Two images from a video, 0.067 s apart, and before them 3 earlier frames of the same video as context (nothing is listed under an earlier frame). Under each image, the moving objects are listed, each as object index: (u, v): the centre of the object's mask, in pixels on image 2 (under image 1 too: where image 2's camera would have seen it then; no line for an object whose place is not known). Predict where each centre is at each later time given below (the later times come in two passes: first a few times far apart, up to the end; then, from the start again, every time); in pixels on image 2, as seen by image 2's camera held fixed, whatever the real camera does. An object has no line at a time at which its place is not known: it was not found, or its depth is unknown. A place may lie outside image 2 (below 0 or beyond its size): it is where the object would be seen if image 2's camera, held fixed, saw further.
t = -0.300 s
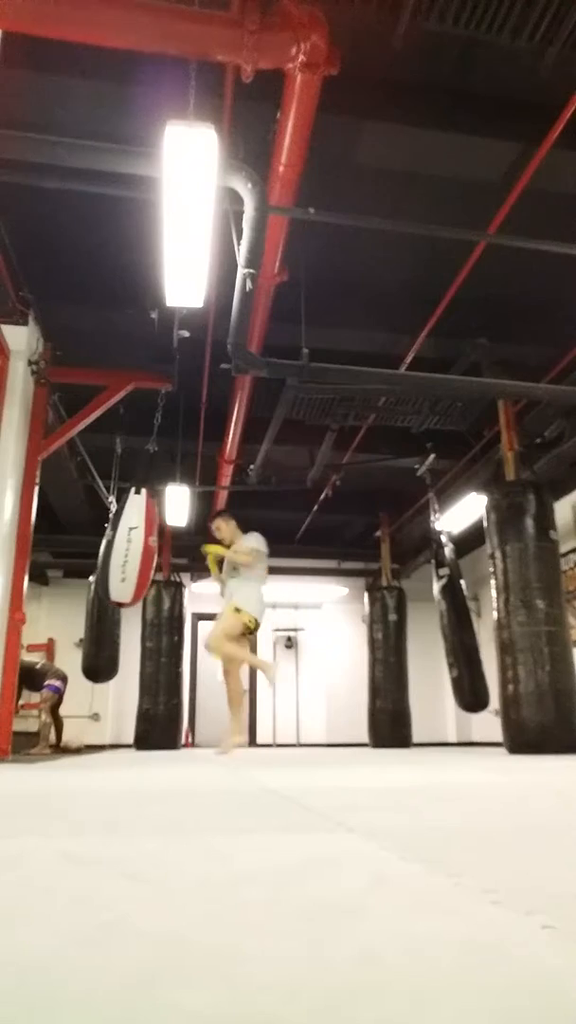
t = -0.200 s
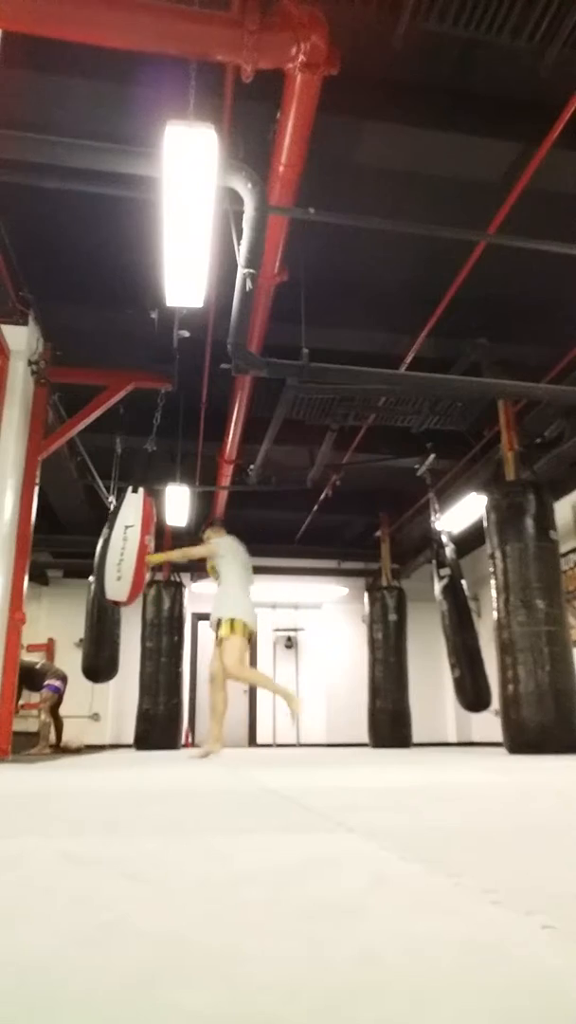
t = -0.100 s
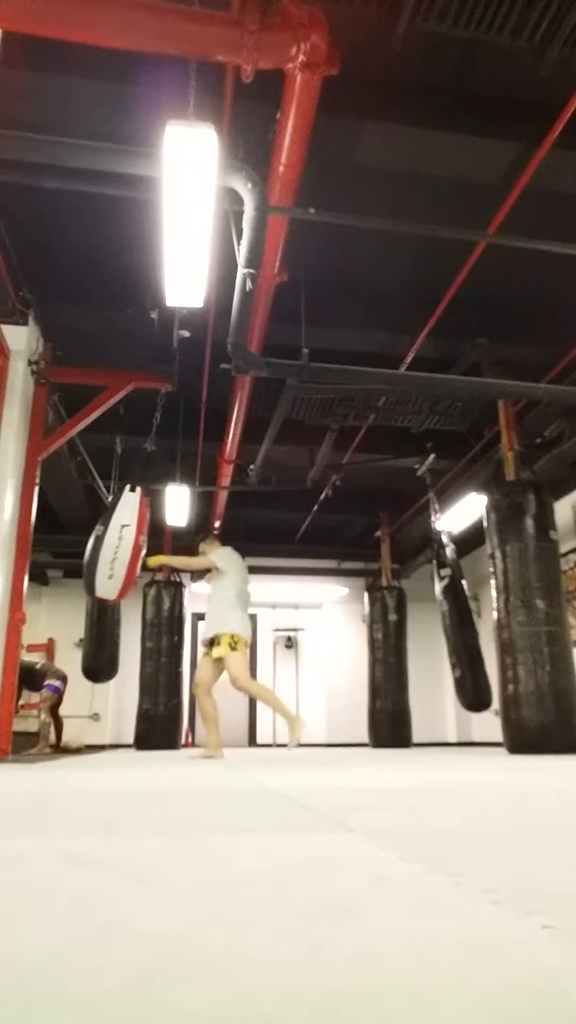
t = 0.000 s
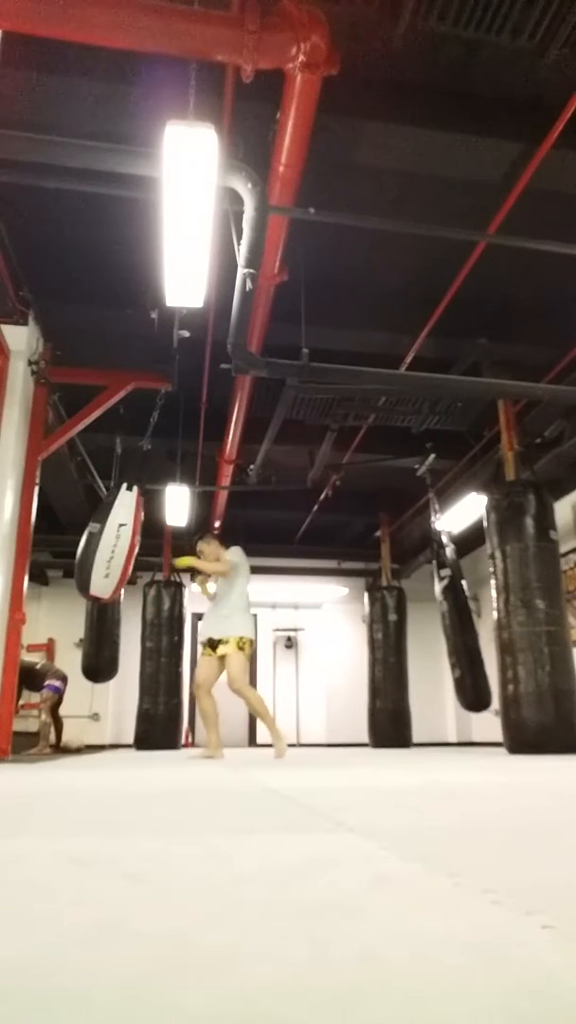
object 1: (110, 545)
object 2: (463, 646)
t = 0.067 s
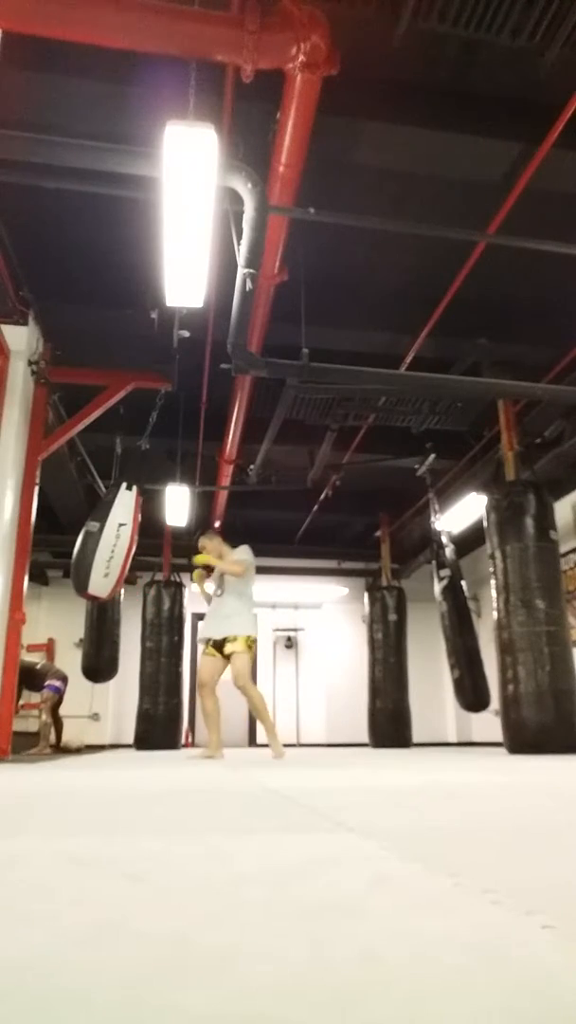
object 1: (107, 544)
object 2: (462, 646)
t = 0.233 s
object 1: (106, 543)
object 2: (458, 646)
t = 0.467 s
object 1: (120, 544)
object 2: (448, 647)
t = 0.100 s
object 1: (106, 544)
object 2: (461, 646)
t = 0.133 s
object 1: (106, 543)
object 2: (461, 646)
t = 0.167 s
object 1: (105, 543)
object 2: (460, 646)
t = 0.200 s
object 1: (105, 543)
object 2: (459, 646)
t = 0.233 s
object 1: (106, 543)
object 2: (458, 646)
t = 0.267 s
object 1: (107, 543)
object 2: (457, 646)
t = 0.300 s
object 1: (108, 543)
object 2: (455, 646)
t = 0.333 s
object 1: (110, 543)
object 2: (454, 646)
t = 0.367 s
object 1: (112, 543)
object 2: (452, 646)
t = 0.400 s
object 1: (114, 543)
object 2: (451, 647)
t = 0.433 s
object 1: (117, 544)
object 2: (450, 647)
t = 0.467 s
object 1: (120, 544)
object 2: (448, 647)
